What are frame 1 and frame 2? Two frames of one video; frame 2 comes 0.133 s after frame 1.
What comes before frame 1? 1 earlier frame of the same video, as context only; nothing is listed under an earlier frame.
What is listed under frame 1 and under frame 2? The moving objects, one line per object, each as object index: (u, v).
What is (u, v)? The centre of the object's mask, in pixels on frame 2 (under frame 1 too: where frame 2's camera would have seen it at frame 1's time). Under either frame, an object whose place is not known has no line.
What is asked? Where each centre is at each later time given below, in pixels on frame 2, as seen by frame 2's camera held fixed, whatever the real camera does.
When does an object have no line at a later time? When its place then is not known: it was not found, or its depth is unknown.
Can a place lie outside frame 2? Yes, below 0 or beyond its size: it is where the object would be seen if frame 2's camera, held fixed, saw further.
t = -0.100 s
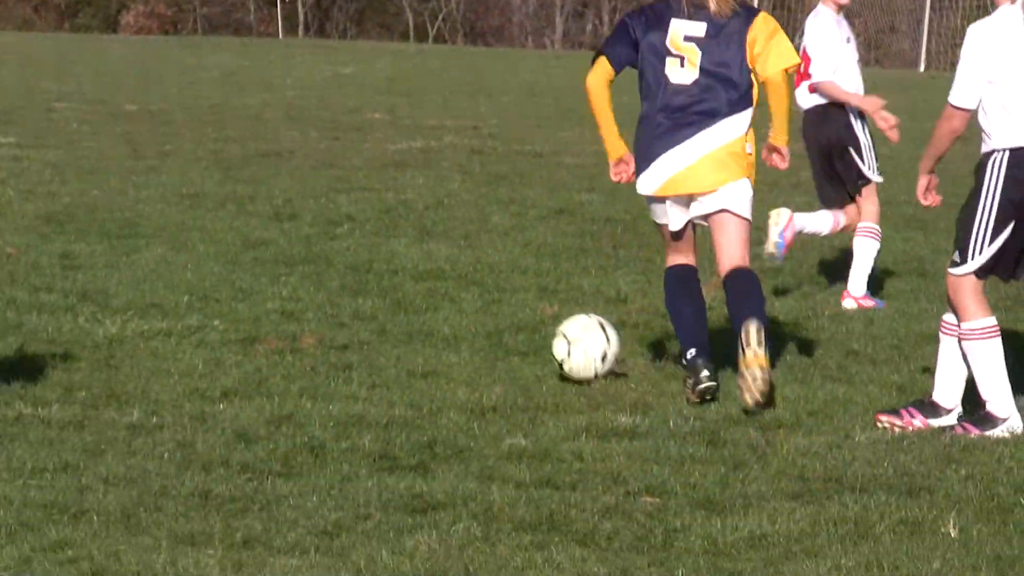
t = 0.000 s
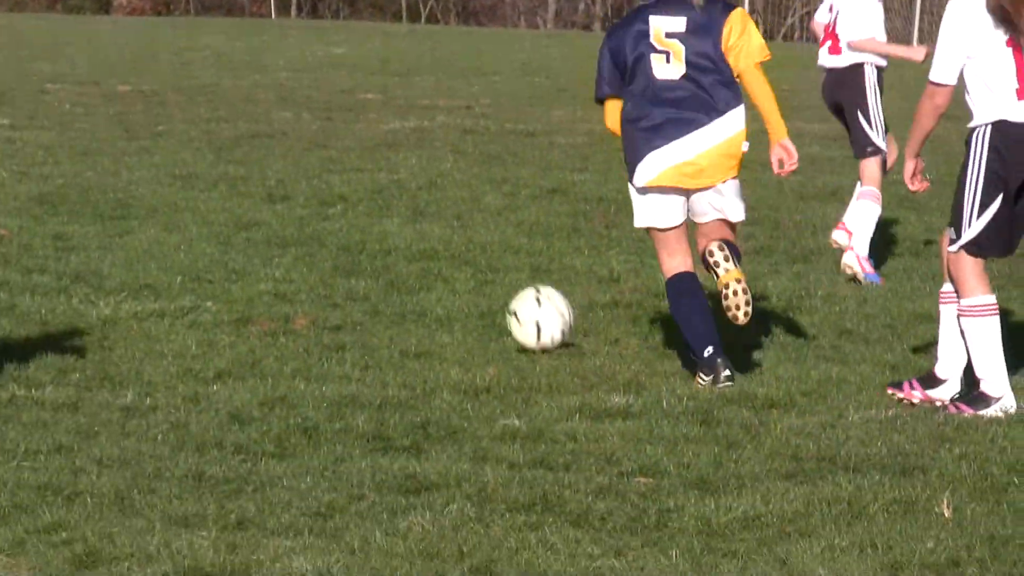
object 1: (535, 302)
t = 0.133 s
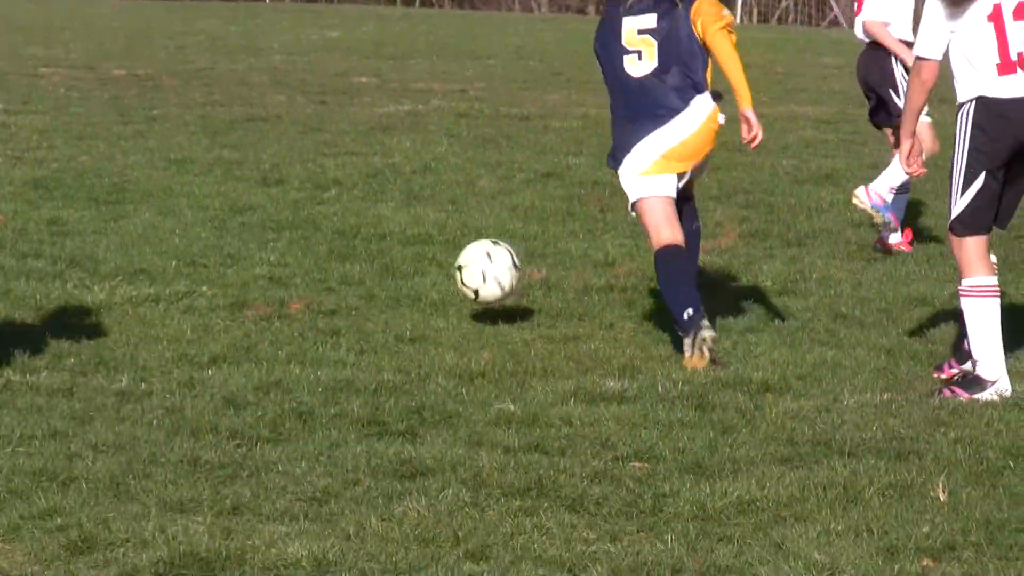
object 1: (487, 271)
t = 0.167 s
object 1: (476, 273)
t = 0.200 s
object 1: (466, 276)
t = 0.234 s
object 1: (454, 283)
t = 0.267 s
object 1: (442, 291)
